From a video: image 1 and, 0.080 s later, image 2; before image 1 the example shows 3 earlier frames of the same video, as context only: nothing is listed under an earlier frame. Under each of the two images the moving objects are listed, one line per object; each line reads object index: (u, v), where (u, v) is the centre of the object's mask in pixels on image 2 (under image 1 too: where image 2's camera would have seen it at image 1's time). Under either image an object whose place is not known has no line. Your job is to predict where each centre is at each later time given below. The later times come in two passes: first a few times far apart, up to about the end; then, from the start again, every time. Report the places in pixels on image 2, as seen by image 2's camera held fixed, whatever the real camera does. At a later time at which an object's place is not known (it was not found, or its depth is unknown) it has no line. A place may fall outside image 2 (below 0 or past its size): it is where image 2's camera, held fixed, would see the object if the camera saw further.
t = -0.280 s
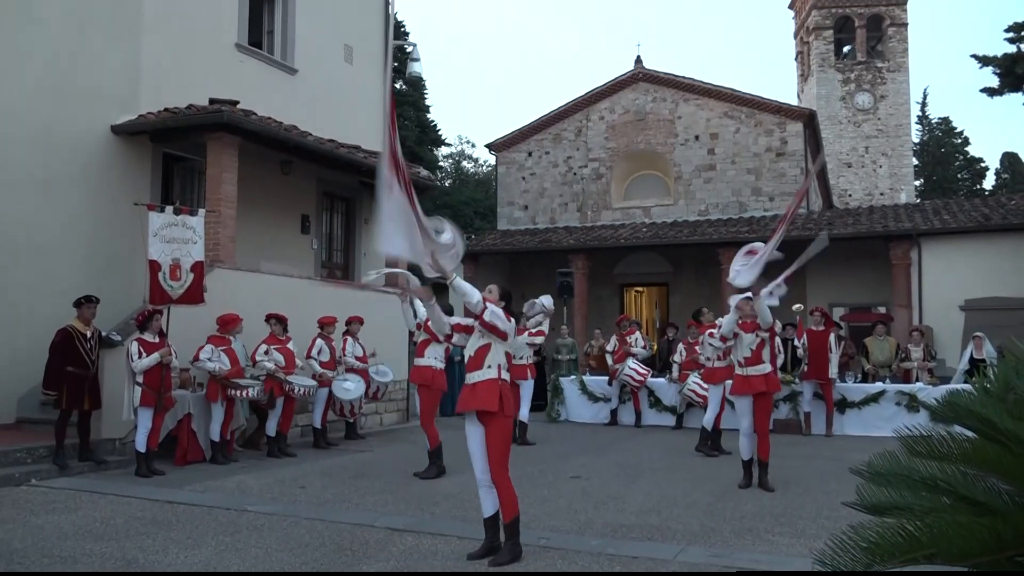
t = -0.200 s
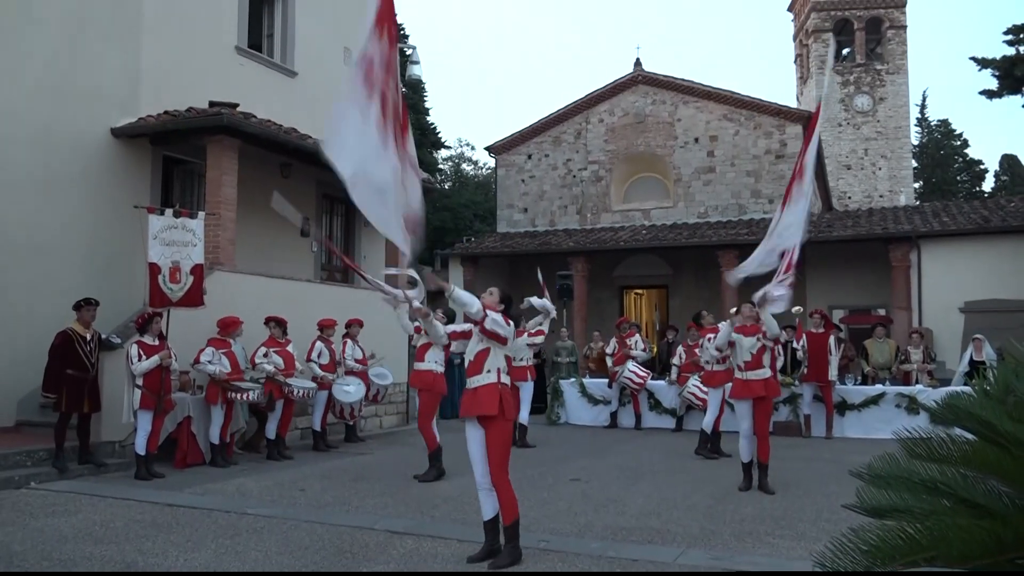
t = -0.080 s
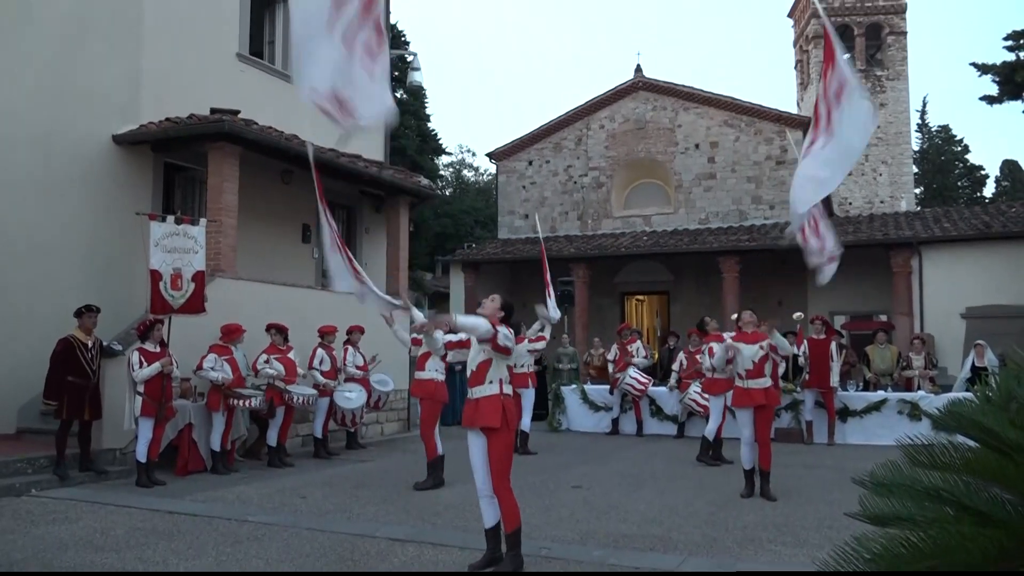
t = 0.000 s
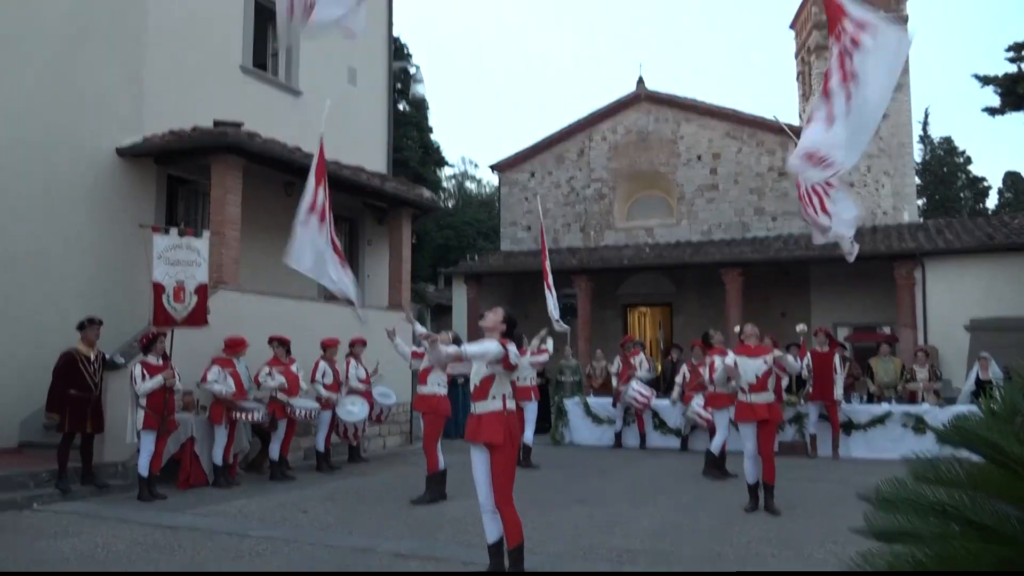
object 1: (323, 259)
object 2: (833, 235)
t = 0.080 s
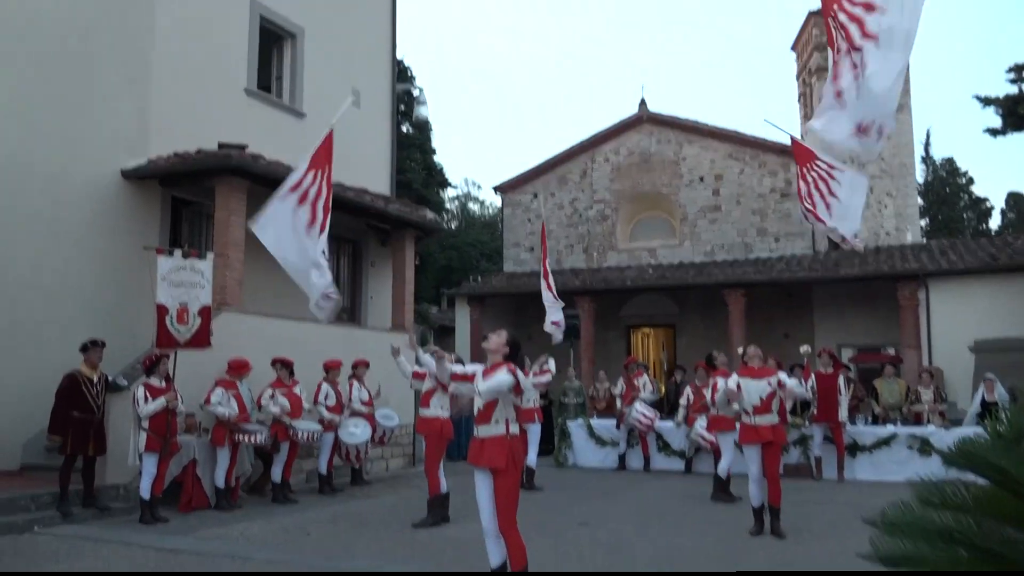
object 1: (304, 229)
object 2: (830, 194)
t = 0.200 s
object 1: (286, 174)
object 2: (826, 162)
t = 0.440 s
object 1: (277, 96)
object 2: (822, 109)
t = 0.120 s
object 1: (296, 205)
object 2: (828, 183)
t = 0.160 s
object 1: (291, 191)
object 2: (827, 172)
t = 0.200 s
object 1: (286, 174)
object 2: (826, 162)
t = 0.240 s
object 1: (283, 158)
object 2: (826, 151)
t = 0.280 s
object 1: (279, 143)
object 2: (826, 140)
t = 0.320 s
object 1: (277, 130)
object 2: (825, 132)
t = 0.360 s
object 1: (275, 119)
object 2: (824, 123)
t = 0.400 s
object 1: (276, 107)
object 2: (824, 116)
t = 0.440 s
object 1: (277, 96)
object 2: (822, 109)
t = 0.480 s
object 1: (278, 88)
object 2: (819, 102)
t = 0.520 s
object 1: (280, 81)
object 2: (815, 97)
